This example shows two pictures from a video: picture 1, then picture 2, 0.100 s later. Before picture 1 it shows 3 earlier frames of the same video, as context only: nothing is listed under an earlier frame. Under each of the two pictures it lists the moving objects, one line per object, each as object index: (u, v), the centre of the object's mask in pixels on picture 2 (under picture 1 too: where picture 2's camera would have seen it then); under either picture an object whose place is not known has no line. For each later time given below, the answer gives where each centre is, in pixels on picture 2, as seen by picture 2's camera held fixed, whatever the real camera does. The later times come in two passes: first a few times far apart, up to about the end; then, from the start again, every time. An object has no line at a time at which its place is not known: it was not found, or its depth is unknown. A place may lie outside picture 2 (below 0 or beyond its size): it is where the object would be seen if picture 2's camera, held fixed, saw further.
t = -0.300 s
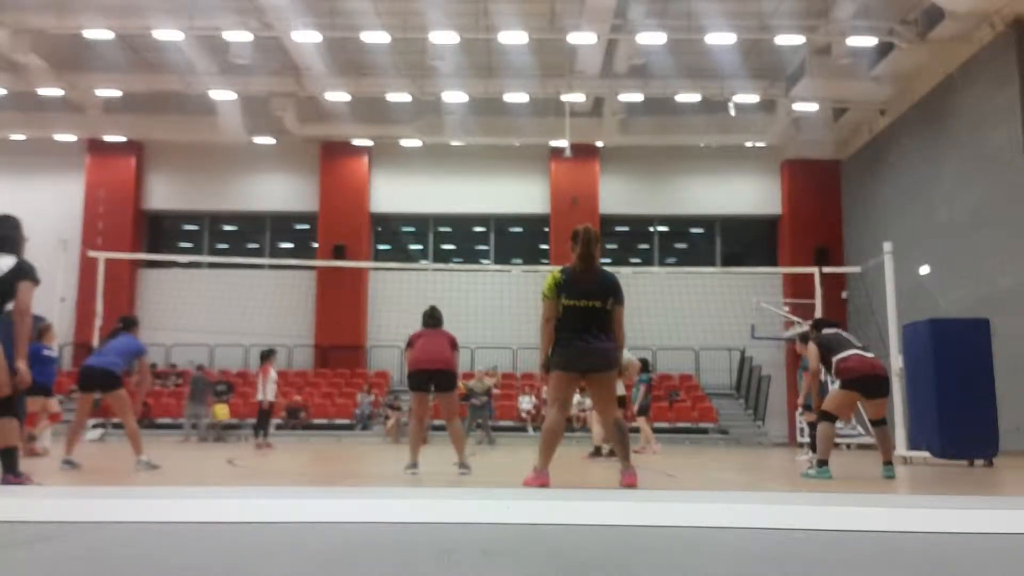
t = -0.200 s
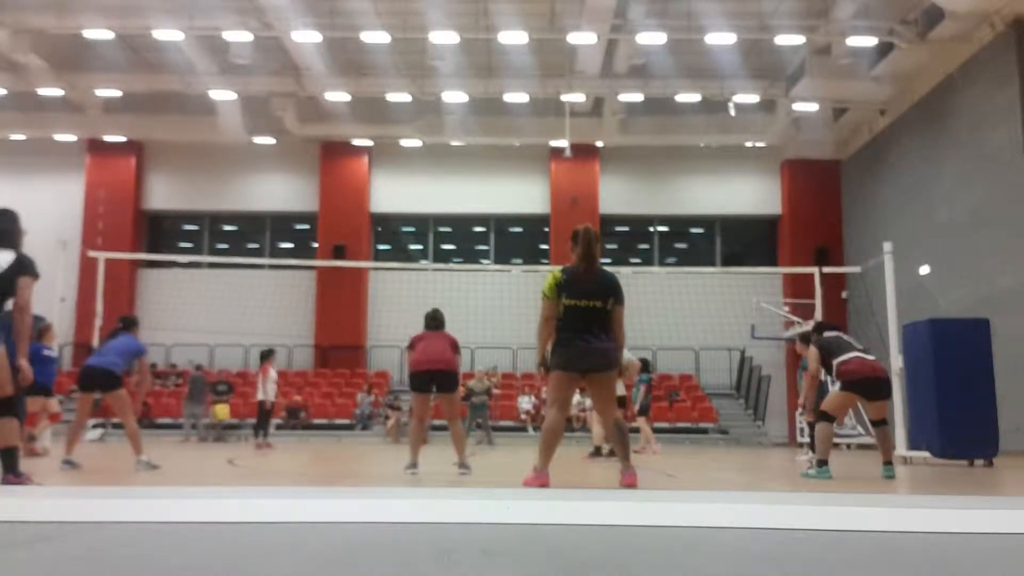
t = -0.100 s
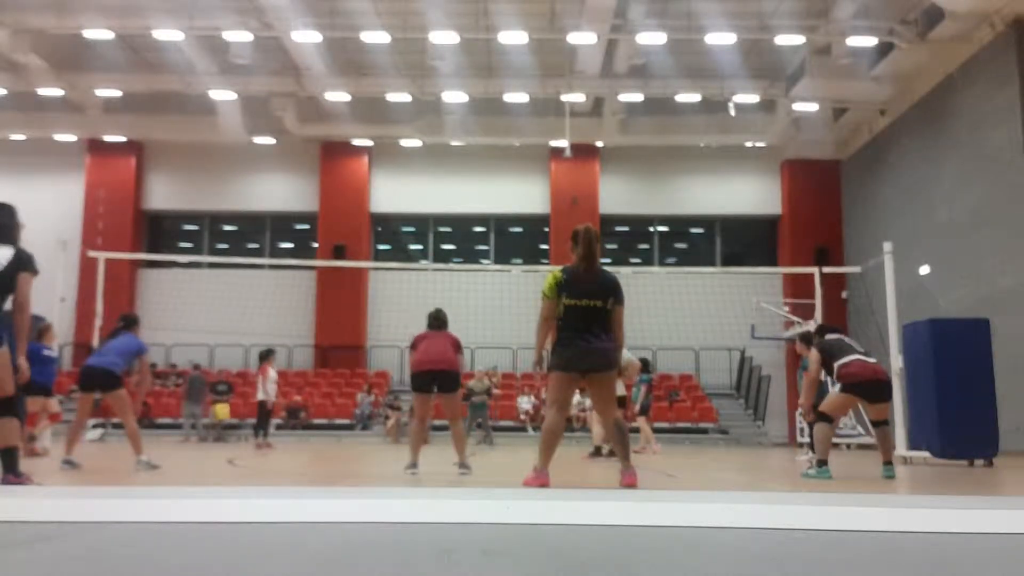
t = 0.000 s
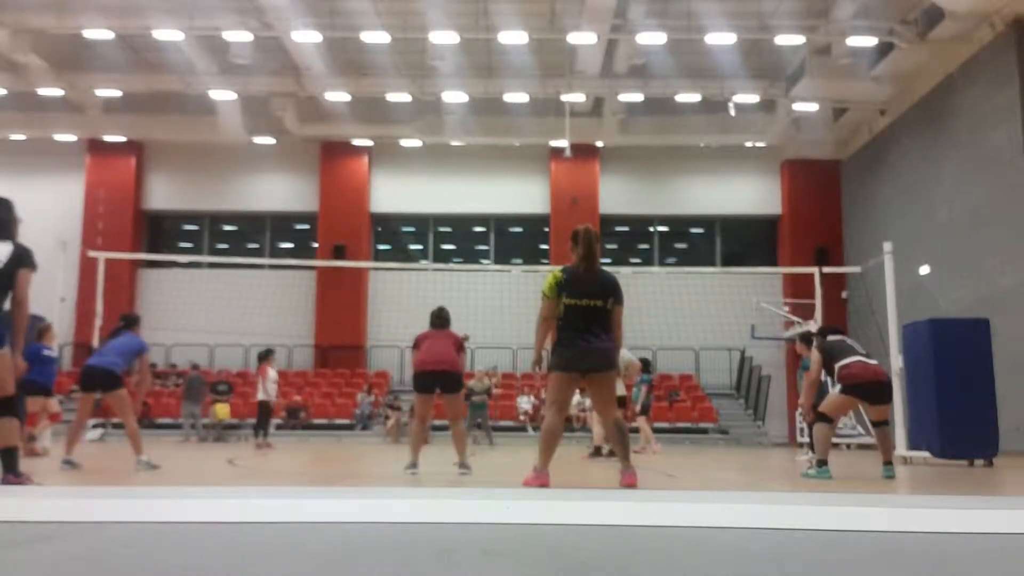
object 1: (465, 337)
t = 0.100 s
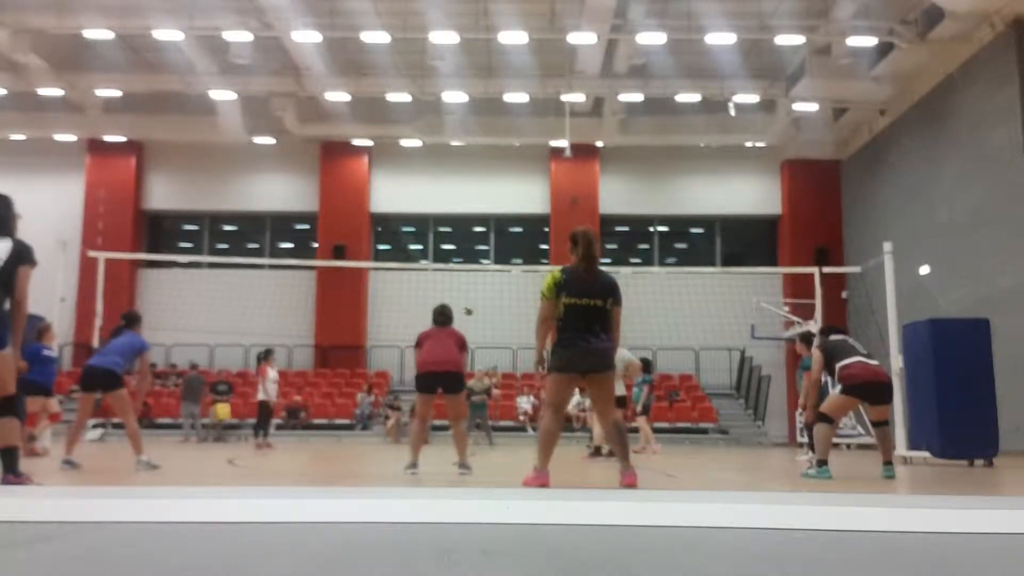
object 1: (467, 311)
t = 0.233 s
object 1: (474, 278)
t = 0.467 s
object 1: (488, 231)
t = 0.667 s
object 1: (501, 214)
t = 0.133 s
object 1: (470, 302)
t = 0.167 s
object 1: (472, 294)
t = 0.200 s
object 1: (473, 286)
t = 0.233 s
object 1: (474, 278)
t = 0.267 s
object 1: (476, 272)
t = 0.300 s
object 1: (478, 260)
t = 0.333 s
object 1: (479, 256)
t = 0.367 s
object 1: (482, 249)
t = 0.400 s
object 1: (483, 243)
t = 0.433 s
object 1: (485, 236)
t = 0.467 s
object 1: (488, 231)
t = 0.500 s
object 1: (489, 226)
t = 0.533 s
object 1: (491, 222)
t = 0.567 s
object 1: (494, 220)
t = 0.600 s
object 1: (495, 218)
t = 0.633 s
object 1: (499, 215)
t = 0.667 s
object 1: (501, 214)
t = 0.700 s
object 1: (503, 214)
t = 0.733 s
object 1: (505, 215)
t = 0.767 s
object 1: (507, 217)
